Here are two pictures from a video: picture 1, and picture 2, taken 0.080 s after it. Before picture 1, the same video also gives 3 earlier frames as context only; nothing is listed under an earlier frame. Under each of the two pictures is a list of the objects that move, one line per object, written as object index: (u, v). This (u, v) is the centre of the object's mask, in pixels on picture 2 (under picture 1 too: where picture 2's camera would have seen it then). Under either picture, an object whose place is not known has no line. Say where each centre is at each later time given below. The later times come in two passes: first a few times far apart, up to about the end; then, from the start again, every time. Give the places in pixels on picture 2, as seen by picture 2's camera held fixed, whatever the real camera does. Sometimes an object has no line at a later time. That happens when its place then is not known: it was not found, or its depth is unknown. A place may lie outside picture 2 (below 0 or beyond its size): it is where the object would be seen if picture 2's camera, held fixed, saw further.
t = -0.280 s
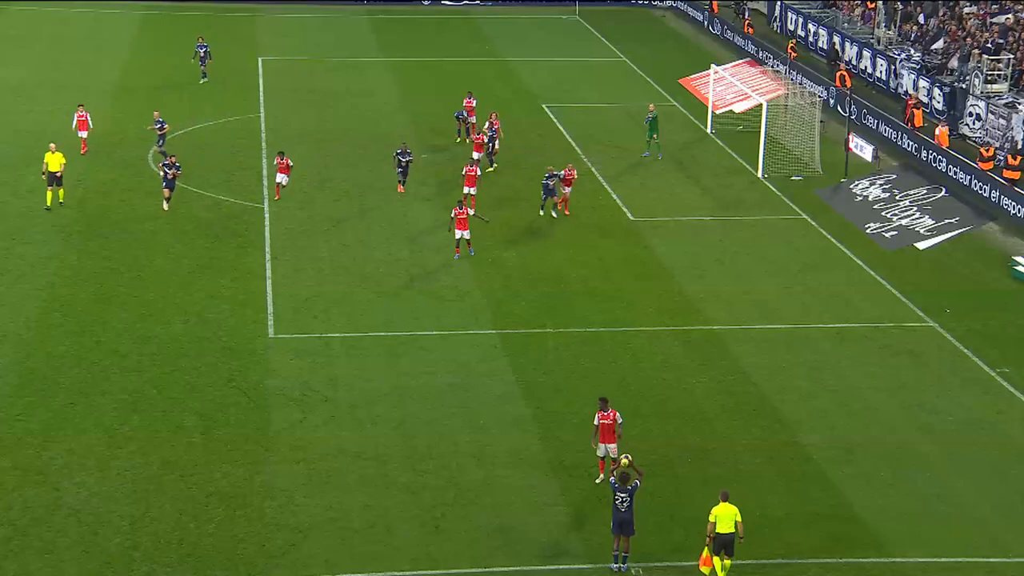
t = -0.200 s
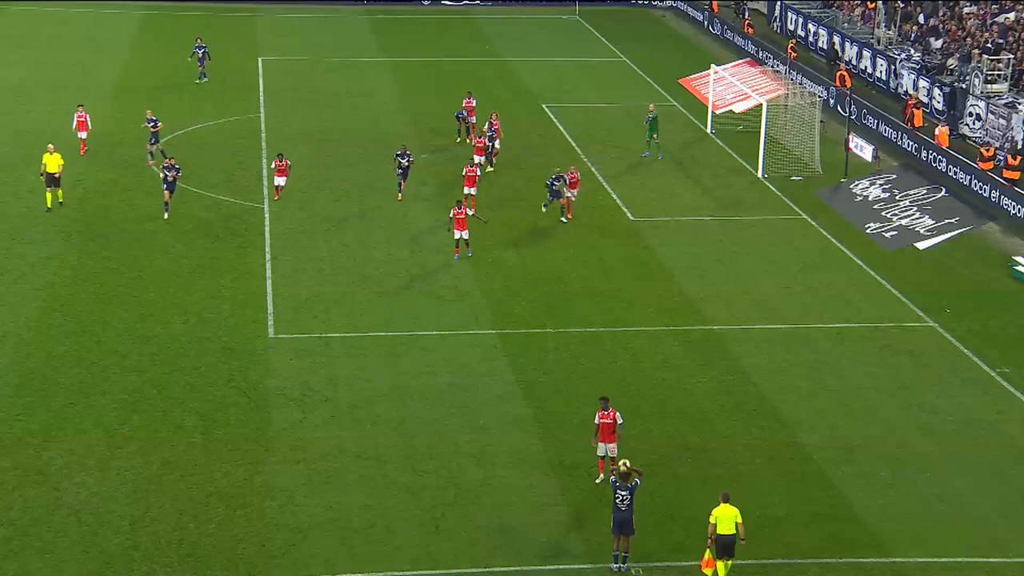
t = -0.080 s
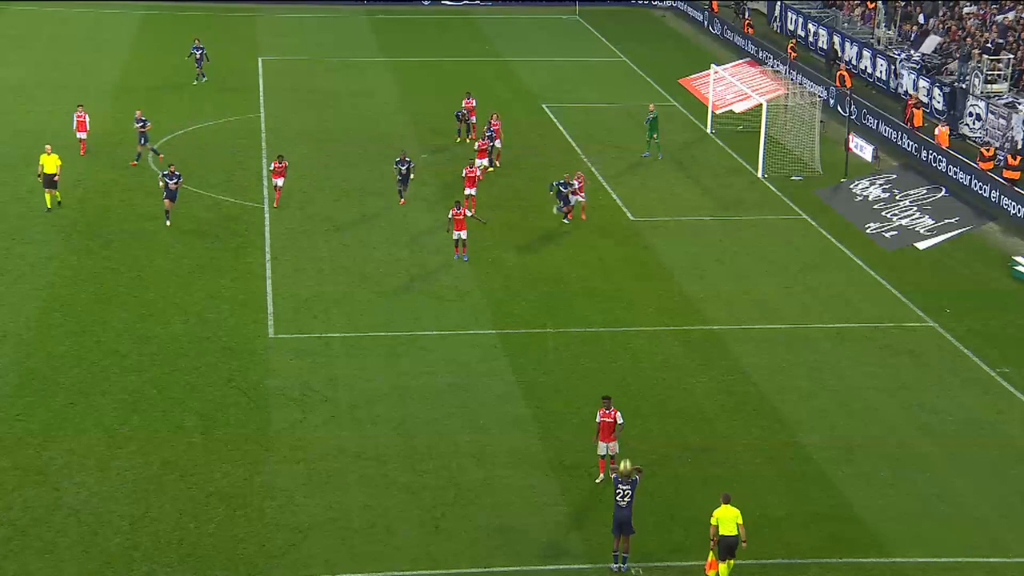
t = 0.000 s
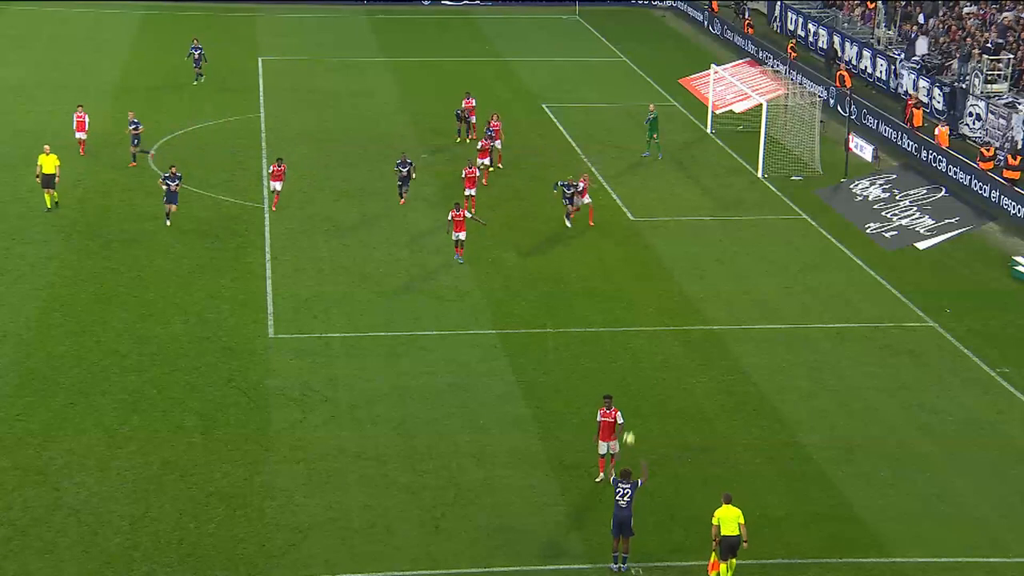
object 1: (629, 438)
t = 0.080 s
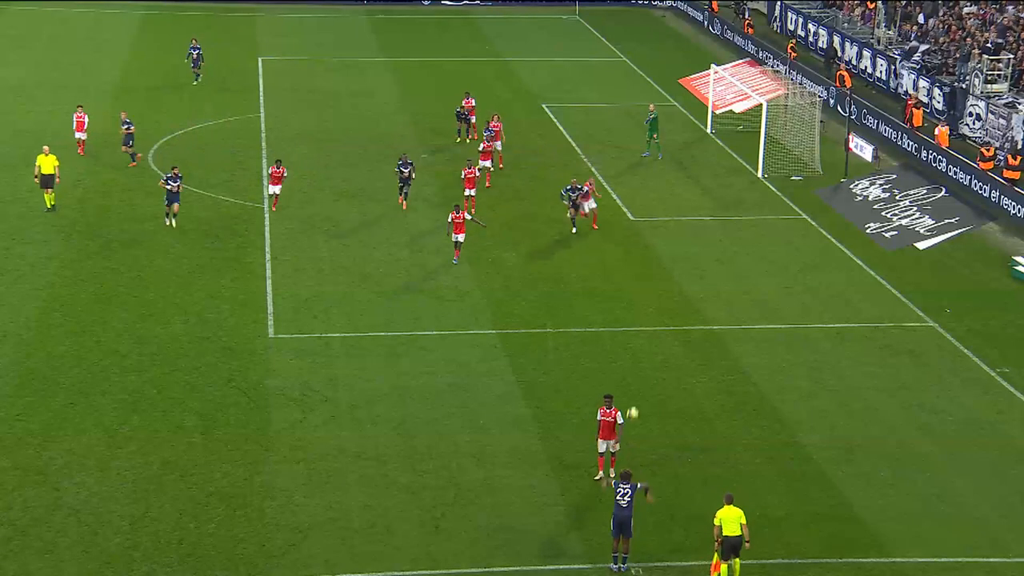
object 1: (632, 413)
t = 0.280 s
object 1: (638, 372)
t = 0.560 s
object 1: (643, 357)
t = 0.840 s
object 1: (648, 379)
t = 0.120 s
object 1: (633, 403)
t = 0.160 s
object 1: (634, 393)
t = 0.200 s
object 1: (636, 386)
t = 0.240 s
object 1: (637, 379)
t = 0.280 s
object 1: (638, 372)
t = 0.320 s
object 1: (639, 367)
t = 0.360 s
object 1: (640, 364)
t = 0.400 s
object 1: (640, 361)
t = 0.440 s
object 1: (642, 358)
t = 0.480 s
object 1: (642, 357)
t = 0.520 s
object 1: (643, 357)
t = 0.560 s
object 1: (643, 357)
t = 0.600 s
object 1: (643, 358)
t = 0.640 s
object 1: (644, 360)
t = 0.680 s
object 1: (644, 363)
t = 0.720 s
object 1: (645, 366)
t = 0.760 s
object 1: (646, 369)
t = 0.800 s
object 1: (647, 374)
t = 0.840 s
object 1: (648, 379)
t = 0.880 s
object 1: (648, 367)
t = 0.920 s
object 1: (649, 355)
